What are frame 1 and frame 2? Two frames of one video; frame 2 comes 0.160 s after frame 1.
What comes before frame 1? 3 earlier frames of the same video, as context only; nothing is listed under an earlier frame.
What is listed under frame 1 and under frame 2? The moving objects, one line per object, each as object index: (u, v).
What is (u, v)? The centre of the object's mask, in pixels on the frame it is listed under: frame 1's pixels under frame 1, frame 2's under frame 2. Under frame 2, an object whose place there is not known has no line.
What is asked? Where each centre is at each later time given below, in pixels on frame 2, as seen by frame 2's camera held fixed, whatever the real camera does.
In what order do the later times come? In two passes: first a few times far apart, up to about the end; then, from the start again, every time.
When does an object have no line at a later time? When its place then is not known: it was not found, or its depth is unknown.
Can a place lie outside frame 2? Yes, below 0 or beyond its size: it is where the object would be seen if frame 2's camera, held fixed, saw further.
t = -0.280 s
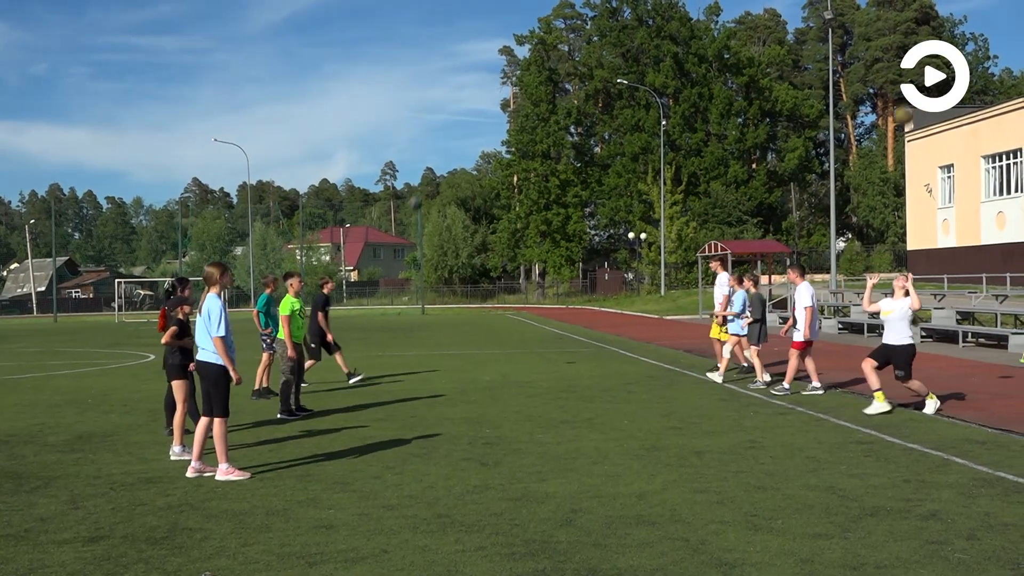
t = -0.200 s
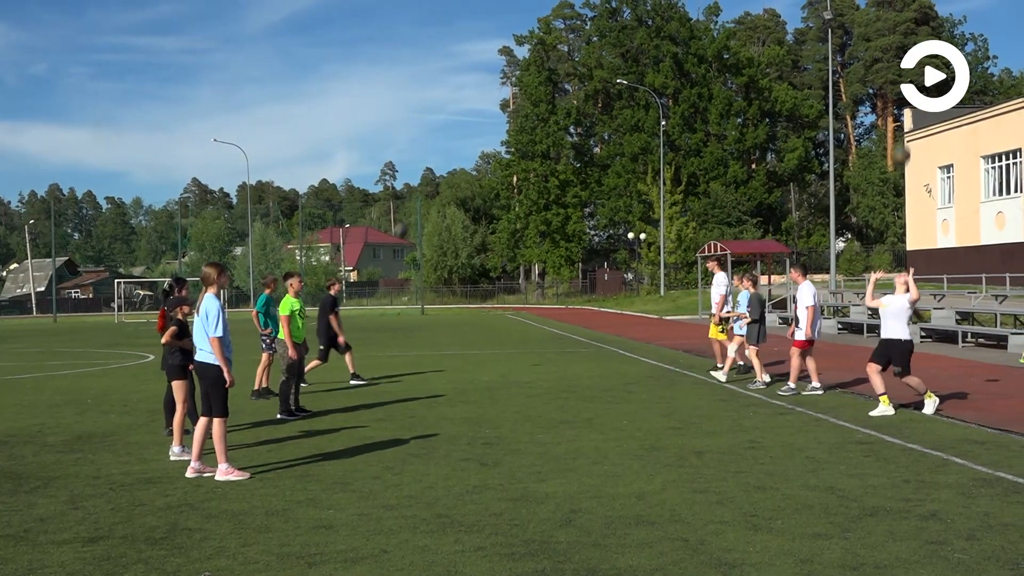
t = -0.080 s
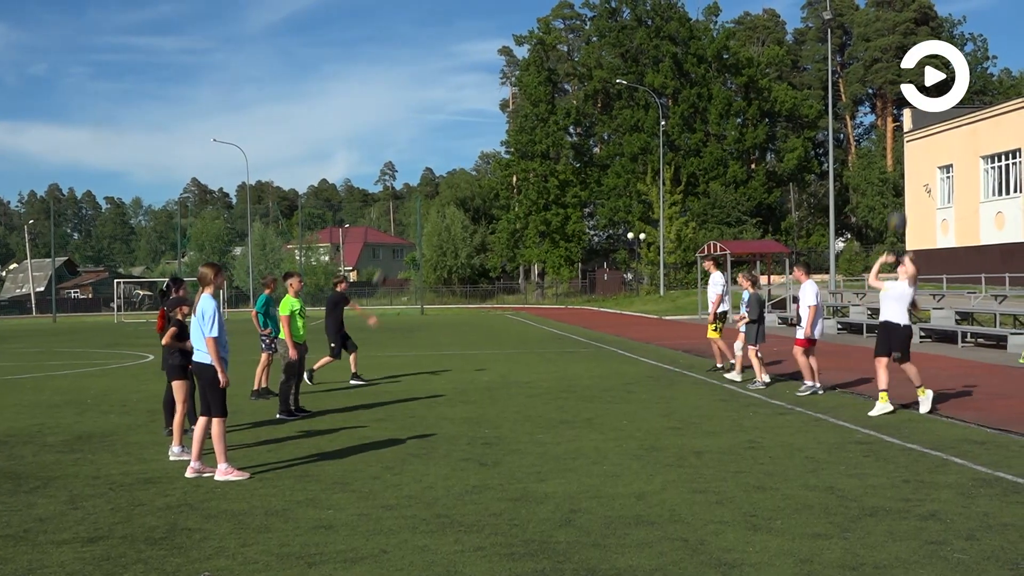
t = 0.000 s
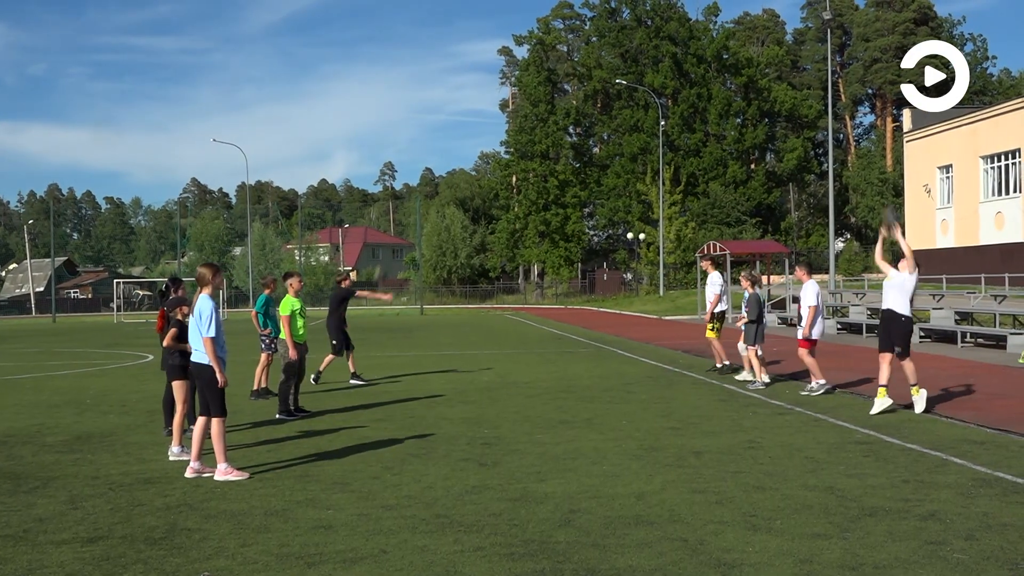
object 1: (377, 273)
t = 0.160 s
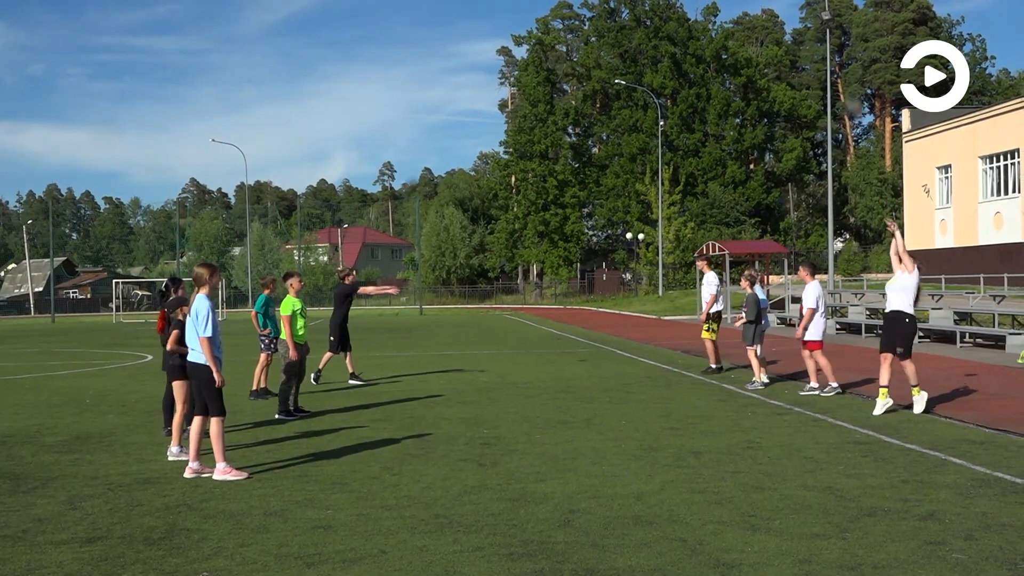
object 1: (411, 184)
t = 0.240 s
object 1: (426, 149)
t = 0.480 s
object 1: (470, 66)
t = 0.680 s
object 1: (507, 26)
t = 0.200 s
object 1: (418, 166)
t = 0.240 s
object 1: (426, 149)
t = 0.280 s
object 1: (433, 133)
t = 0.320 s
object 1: (441, 117)
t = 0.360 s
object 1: (449, 102)
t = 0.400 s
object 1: (456, 89)
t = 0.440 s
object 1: (463, 77)
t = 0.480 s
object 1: (470, 66)
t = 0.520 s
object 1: (478, 56)
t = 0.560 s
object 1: (485, 47)
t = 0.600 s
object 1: (492, 39)
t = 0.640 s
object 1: (499, 32)
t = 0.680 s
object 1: (507, 26)
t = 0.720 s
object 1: (514, 21)
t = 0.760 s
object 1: (521, 17)
